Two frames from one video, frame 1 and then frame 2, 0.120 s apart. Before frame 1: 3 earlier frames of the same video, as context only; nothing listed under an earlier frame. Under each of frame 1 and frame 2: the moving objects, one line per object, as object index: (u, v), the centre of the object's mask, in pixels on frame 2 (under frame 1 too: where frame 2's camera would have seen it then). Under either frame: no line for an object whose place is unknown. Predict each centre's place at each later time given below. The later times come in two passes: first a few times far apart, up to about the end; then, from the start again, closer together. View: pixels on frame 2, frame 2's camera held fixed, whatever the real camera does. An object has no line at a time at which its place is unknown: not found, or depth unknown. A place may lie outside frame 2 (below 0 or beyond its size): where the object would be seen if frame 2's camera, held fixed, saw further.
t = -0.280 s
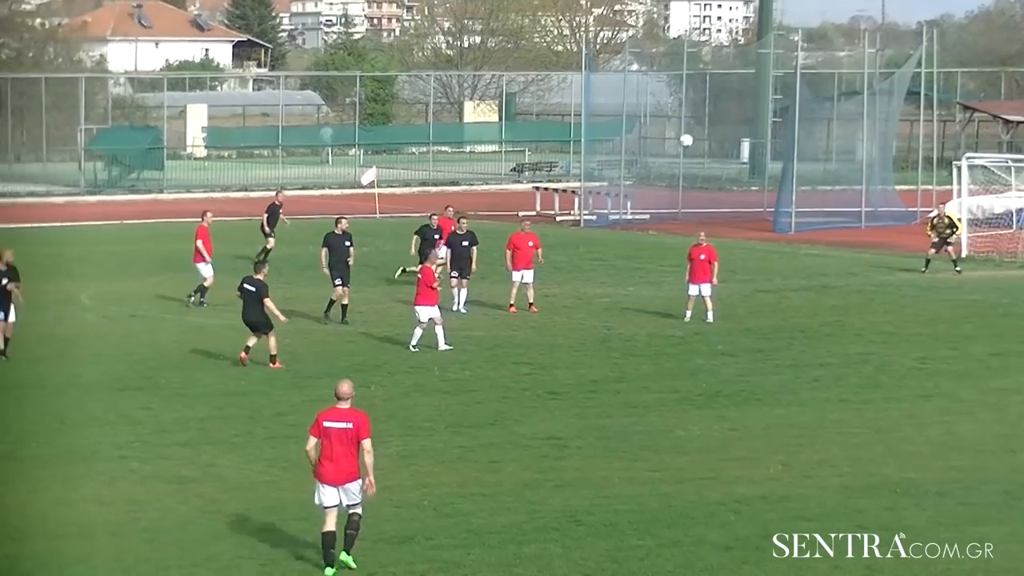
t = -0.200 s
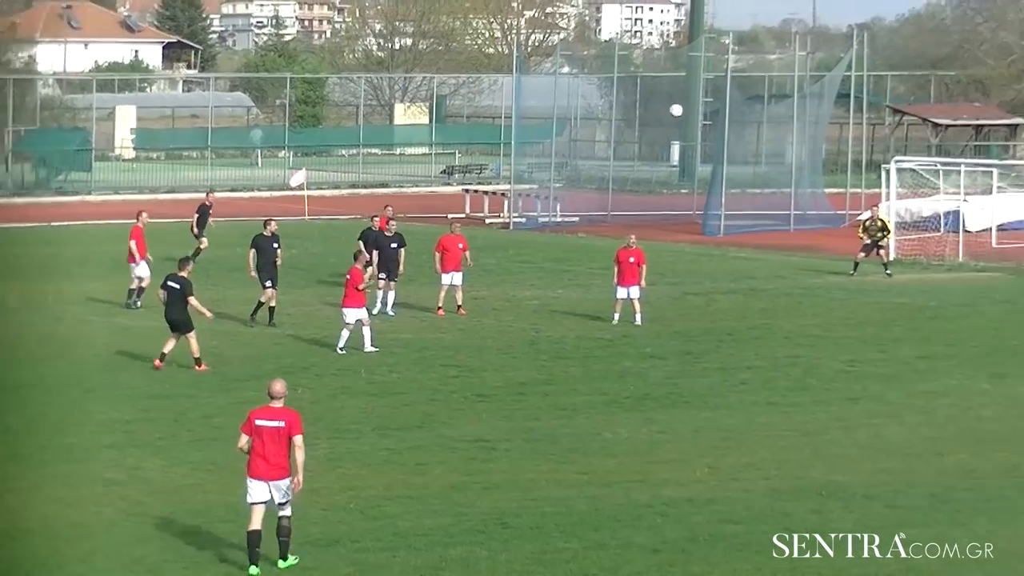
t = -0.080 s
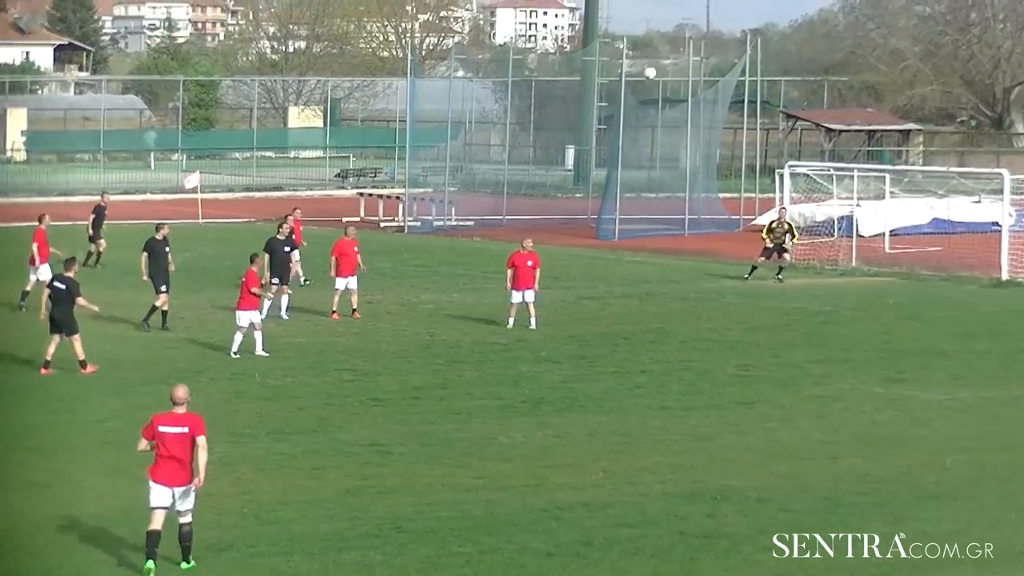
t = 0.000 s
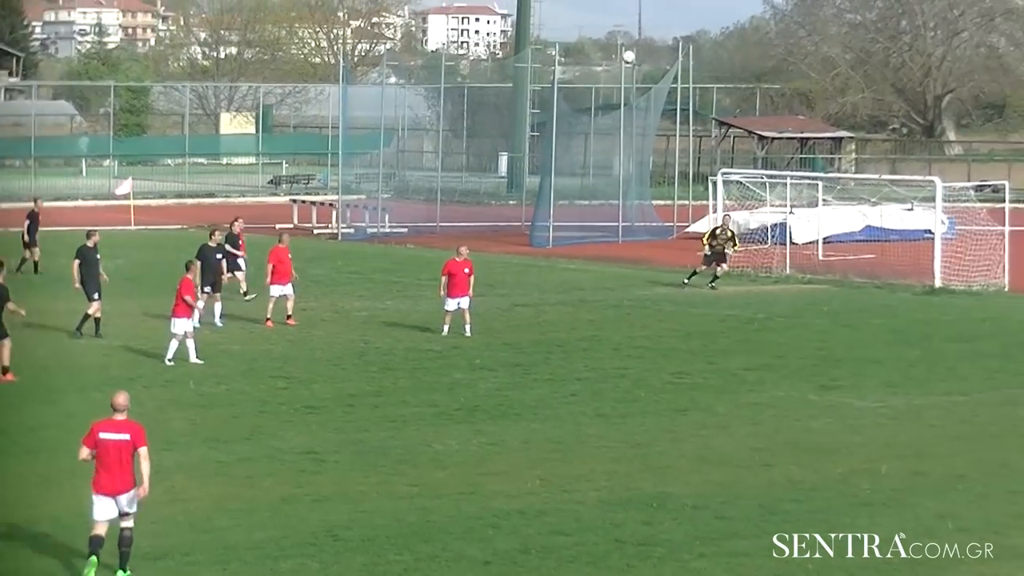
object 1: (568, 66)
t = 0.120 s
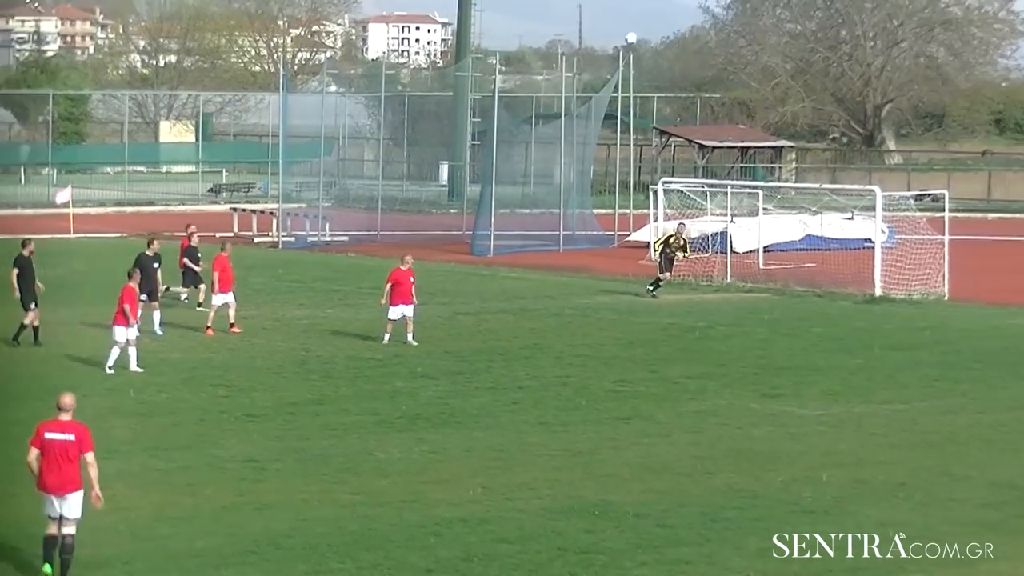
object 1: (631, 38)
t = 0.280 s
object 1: (702, 13)
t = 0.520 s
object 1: (789, -5)
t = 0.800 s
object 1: (861, 0)
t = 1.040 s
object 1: (904, 22)
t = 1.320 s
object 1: (938, 69)
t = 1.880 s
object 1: (962, 211)
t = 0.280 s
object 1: (702, 13)
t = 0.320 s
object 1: (719, 8)
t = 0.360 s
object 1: (734, 5)
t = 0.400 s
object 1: (749, 1)
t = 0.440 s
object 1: (763, -1)
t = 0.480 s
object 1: (776, -4)
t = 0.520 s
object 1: (789, -5)
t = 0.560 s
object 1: (801, -6)
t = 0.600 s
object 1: (812, -6)
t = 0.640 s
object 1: (823, -6)
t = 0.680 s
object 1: (833, -5)
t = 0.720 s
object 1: (843, -4)
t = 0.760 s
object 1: (852, -2)
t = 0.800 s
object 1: (861, 0)
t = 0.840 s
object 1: (869, 2)
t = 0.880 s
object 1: (877, 6)
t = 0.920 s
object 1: (885, 9)
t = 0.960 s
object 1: (892, 13)
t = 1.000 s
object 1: (898, 18)
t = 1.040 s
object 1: (904, 22)
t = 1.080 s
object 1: (910, 28)
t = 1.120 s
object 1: (916, 34)
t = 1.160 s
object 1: (921, 40)
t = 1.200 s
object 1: (925, 47)
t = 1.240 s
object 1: (930, 54)
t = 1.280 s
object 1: (934, 62)
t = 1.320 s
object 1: (938, 69)
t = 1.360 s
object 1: (941, 78)
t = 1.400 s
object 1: (944, 87)
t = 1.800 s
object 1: (961, 188)
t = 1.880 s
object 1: (962, 211)
